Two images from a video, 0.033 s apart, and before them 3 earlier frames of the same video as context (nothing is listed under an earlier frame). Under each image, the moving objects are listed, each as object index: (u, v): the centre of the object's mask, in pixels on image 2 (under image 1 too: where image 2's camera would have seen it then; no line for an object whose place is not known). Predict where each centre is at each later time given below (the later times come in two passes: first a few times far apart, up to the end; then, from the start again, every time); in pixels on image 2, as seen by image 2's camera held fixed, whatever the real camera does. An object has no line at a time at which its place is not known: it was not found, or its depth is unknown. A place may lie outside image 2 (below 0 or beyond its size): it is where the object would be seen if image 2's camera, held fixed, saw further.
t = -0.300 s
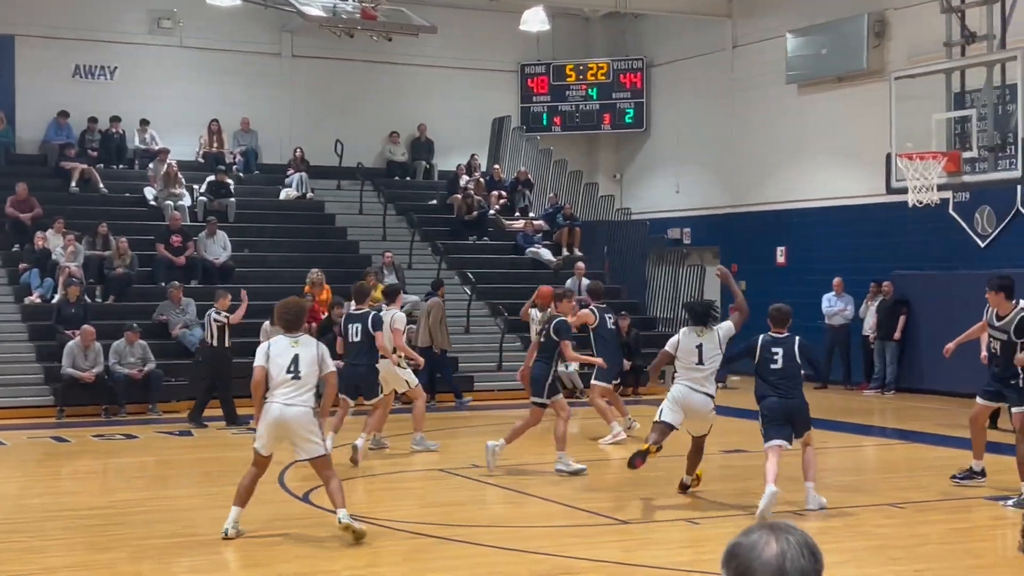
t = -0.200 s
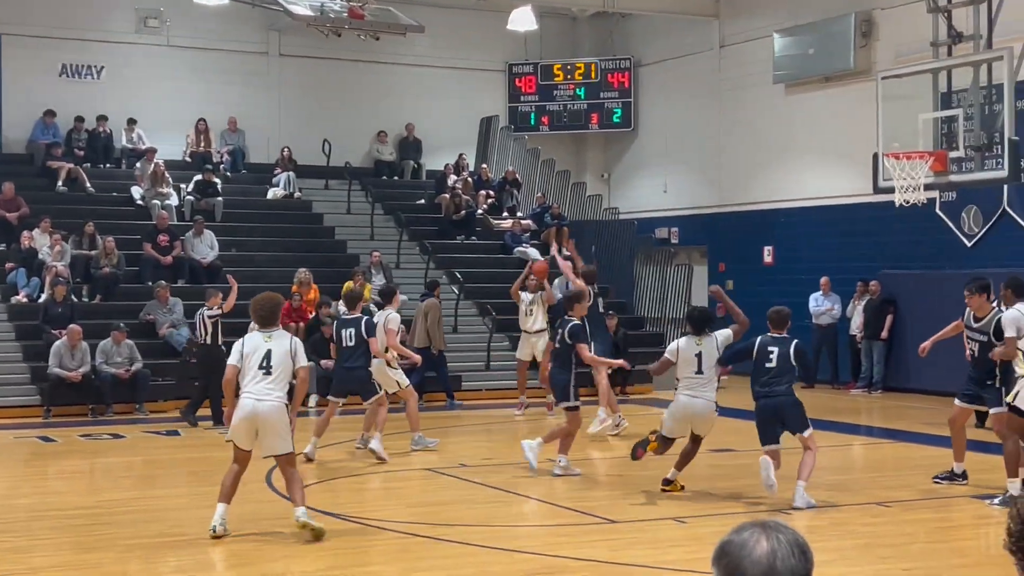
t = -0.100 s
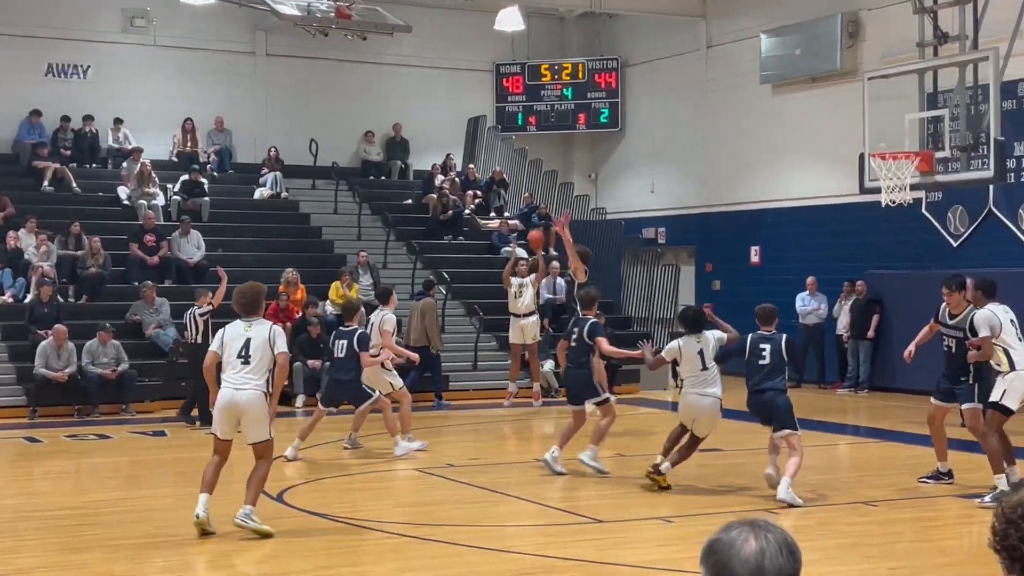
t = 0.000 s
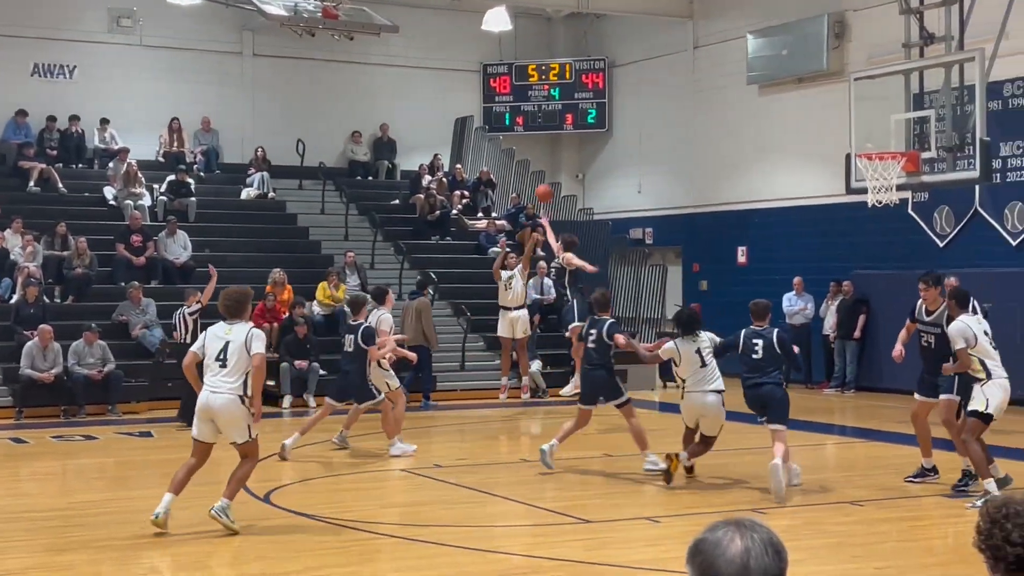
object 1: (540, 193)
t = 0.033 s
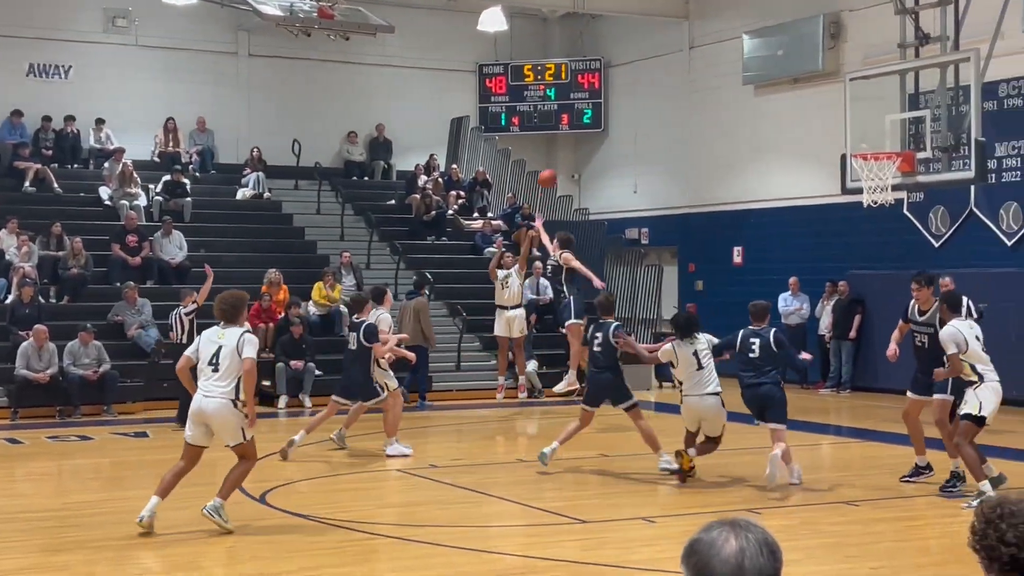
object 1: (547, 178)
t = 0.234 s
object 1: (596, 104)
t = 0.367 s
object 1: (631, 70)
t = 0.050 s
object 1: (552, 171)
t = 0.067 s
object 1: (555, 165)
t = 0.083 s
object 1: (559, 158)
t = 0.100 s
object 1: (563, 151)
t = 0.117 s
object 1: (567, 145)
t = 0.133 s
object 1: (571, 139)
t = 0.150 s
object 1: (576, 133)
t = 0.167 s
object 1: (579, 127)
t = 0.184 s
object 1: (582, 121)
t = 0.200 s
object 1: (587, 115)
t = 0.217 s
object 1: (591, 110)
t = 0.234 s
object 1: (596, 104)
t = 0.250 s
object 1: (601, 99)
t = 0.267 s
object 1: (605, 95)
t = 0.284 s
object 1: (610, 90)
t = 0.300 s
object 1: (614, 86)
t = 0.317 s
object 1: (618, 82)
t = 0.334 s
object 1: (623, 78)
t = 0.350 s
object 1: (627, 74)
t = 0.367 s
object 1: (631, 70)
